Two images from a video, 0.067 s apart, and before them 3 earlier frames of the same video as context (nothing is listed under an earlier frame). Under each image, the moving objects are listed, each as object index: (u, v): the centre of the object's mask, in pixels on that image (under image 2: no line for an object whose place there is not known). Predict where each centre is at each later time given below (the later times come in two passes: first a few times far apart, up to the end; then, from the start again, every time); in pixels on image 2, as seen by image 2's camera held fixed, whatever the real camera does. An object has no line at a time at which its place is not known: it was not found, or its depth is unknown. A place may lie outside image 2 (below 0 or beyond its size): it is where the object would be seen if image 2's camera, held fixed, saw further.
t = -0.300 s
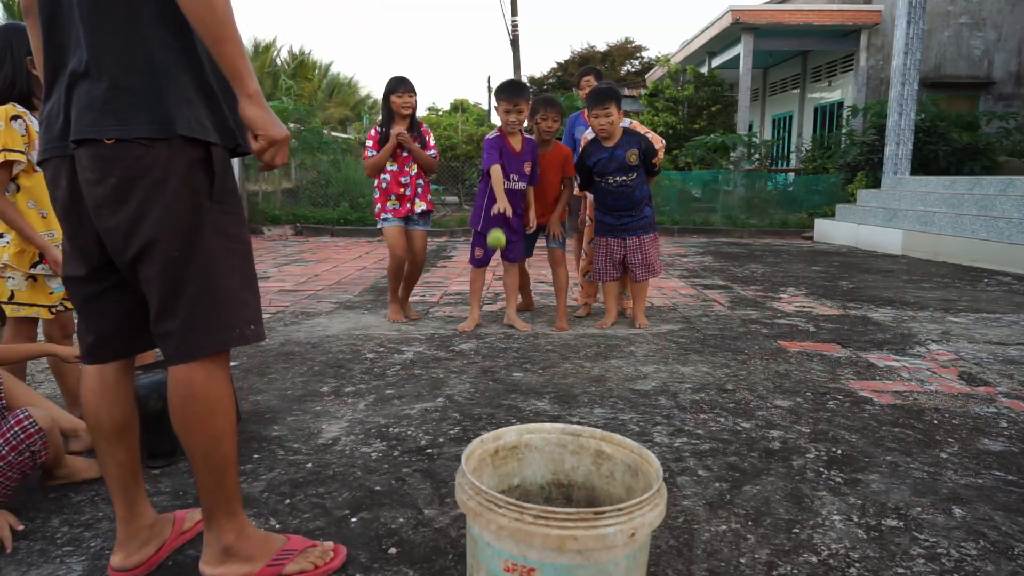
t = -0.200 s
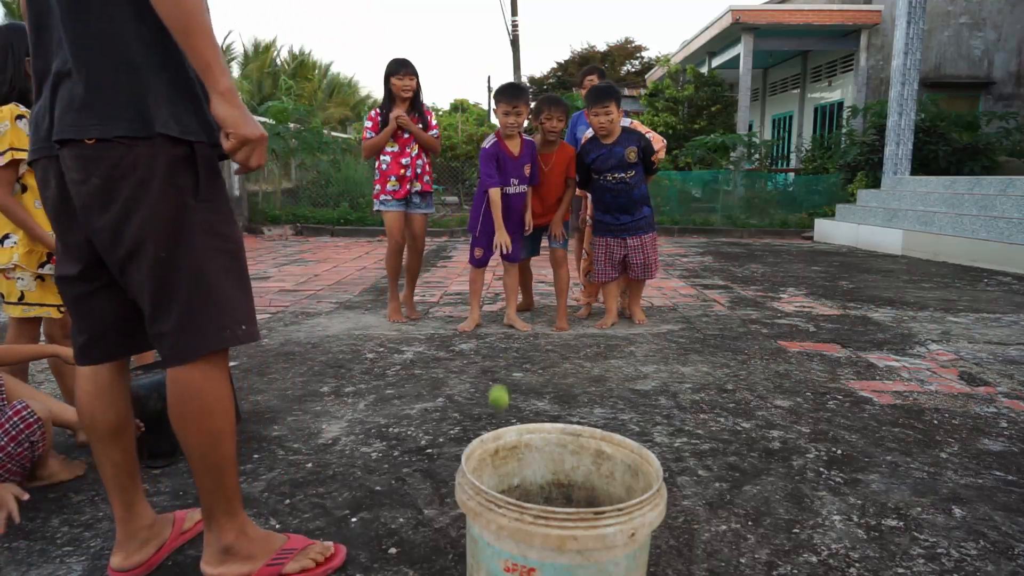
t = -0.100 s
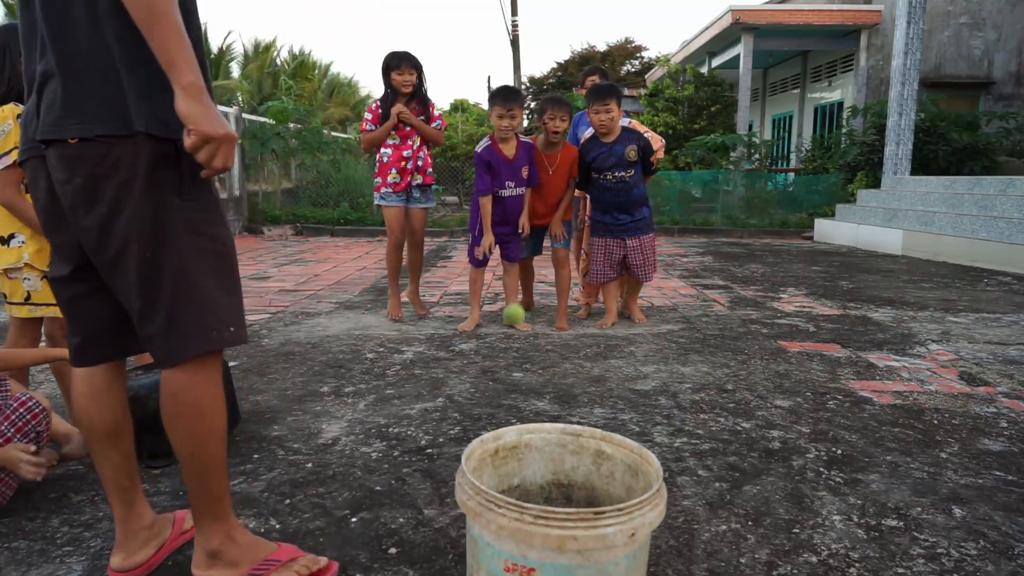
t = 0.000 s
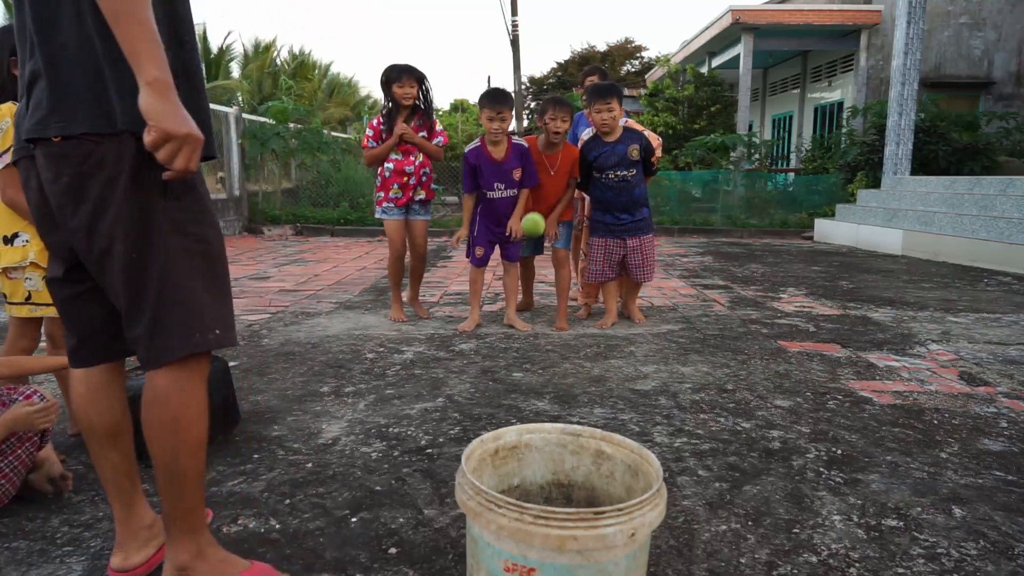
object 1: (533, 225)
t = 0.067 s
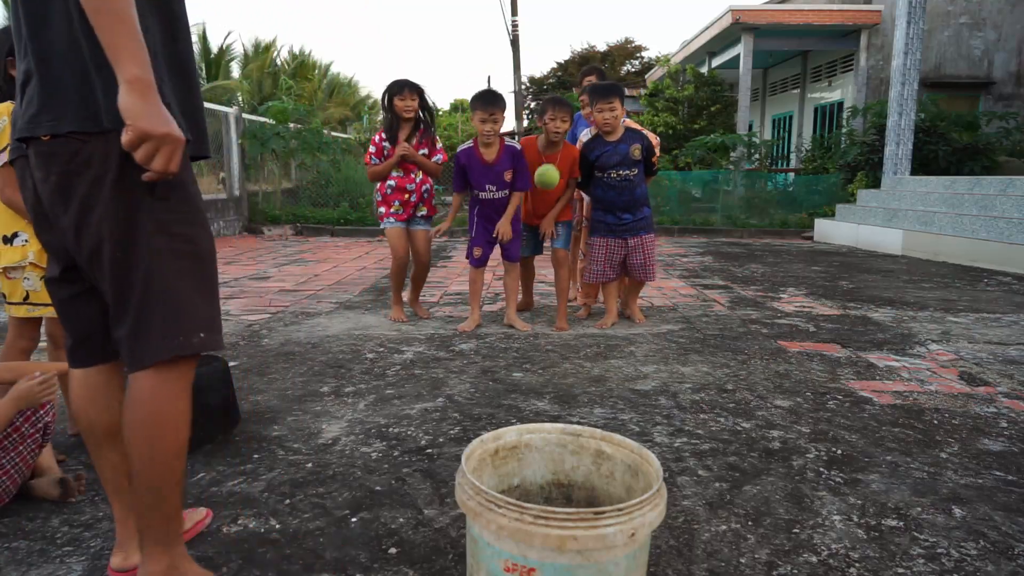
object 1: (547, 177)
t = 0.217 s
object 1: (583, 117)
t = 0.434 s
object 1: (644, 194)
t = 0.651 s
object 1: (711, 527)
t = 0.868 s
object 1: (778, 350)
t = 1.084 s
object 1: (853, 340)
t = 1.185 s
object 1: (885, 445)
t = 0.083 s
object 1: (551, 166)
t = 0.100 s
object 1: (554, 157)
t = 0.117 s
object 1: (558, 149)
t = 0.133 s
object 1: (562, 141)
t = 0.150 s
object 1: (567, 134)
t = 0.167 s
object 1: (571, 129)
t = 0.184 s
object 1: (574, 124)
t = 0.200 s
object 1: (578, 120)
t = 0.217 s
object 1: (583, 117)
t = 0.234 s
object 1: (587, 116)
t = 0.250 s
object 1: (592, 115)
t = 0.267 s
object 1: (596, 115)
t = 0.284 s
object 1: (600, 117)
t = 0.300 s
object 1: (605, 120)
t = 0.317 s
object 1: (609, 125)
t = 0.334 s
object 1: (614, 130)
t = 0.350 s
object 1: (620, 138)
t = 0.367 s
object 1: (624, 145)
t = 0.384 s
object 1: (629, 155)
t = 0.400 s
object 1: (634, 166)
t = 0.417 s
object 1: (639, 179)
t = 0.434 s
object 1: (644, 194)
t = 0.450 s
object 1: (649, 209)
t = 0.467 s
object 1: (654, 226)
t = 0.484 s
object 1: (659, 246)
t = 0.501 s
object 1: (665, 266)
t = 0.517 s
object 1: (670, 288)
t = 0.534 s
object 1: (675, 312)
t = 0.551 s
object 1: (681, 338)
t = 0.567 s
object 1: (686, 366)
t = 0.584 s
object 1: (691, 394)
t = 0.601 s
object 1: (697, 426)
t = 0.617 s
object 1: (701, 458)
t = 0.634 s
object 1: (707, 492)
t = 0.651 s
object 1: (711, 527)
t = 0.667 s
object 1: (716, 547)
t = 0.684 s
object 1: (721, 526)
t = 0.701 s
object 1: (726, 506)
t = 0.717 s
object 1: (731, 487)
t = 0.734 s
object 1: (736, 468)
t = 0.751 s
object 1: (741, 451)
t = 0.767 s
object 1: (746, 434)
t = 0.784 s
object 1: (751, 417)
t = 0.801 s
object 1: (757, 402)
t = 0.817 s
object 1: (762, 387)
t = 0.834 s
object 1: (767, 374)
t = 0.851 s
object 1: (773, 362)
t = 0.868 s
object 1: (778, 350)
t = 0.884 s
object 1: (784, 340)
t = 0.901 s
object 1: (789, 332)
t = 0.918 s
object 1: (795, 325)
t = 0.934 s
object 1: (801, 320)
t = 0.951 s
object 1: (806, 315)
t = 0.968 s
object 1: (812, 312)
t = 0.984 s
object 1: (818, 311)
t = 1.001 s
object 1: (824, 312)
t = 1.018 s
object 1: (829, 313)
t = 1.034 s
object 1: (835, 317)
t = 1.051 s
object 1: (841, 323)
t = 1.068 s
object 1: (847, 330)
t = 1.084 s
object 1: (853, 340)
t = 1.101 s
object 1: (859, 352)
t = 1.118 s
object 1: (864, 366)
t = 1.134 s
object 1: (870, 383)
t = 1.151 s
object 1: (875, 402)
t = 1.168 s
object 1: (880, 422)
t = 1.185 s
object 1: (885, 445)
